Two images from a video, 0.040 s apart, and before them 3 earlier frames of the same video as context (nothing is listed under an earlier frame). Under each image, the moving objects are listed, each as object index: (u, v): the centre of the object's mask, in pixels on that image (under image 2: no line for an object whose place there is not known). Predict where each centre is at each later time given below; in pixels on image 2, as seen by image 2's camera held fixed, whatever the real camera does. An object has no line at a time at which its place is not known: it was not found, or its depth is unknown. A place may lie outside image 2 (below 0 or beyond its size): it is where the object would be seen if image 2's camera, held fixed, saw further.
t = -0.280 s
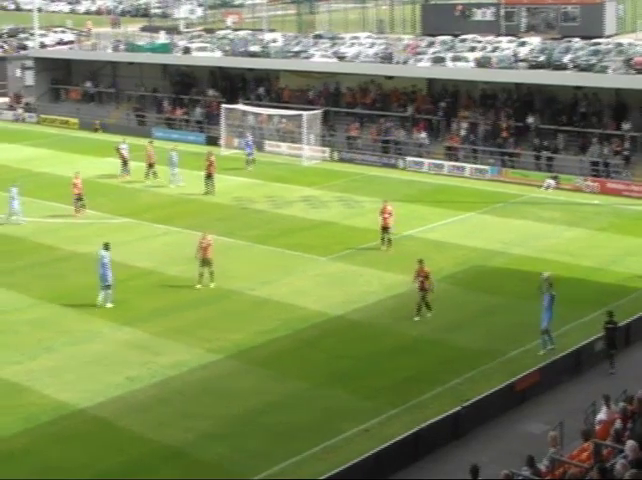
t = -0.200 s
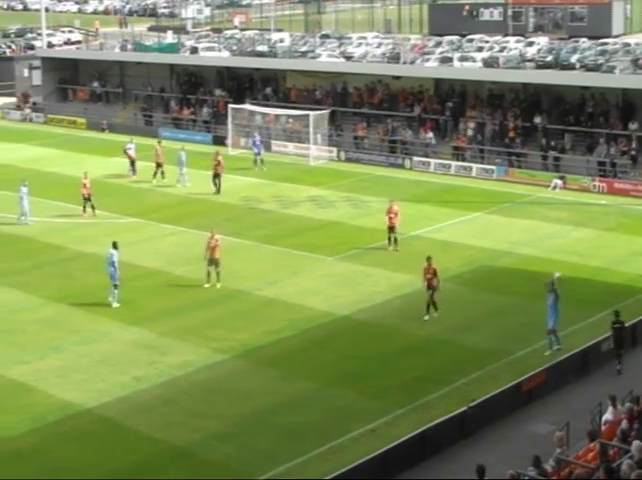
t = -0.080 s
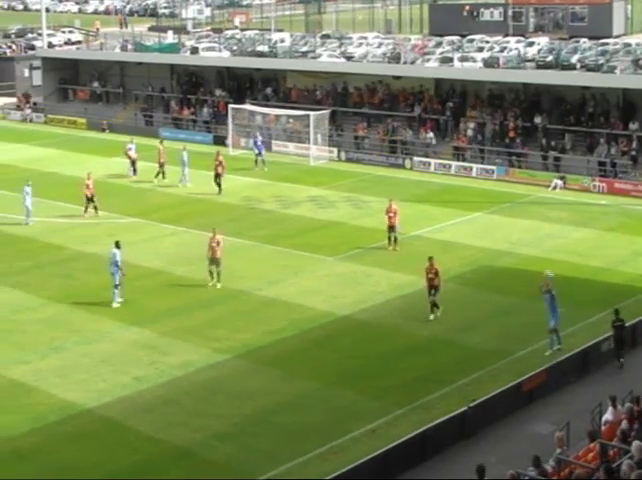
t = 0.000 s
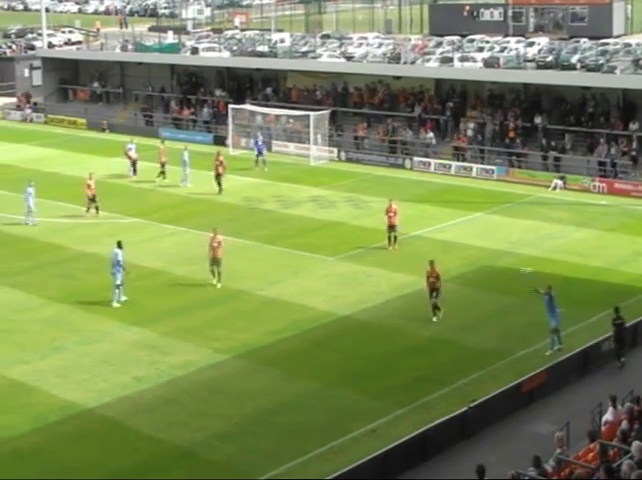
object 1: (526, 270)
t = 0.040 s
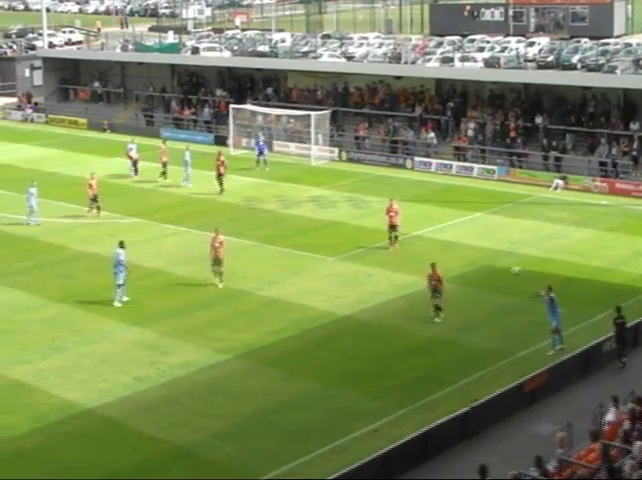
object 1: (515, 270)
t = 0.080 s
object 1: (503, 270)
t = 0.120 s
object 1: (491, 272)
